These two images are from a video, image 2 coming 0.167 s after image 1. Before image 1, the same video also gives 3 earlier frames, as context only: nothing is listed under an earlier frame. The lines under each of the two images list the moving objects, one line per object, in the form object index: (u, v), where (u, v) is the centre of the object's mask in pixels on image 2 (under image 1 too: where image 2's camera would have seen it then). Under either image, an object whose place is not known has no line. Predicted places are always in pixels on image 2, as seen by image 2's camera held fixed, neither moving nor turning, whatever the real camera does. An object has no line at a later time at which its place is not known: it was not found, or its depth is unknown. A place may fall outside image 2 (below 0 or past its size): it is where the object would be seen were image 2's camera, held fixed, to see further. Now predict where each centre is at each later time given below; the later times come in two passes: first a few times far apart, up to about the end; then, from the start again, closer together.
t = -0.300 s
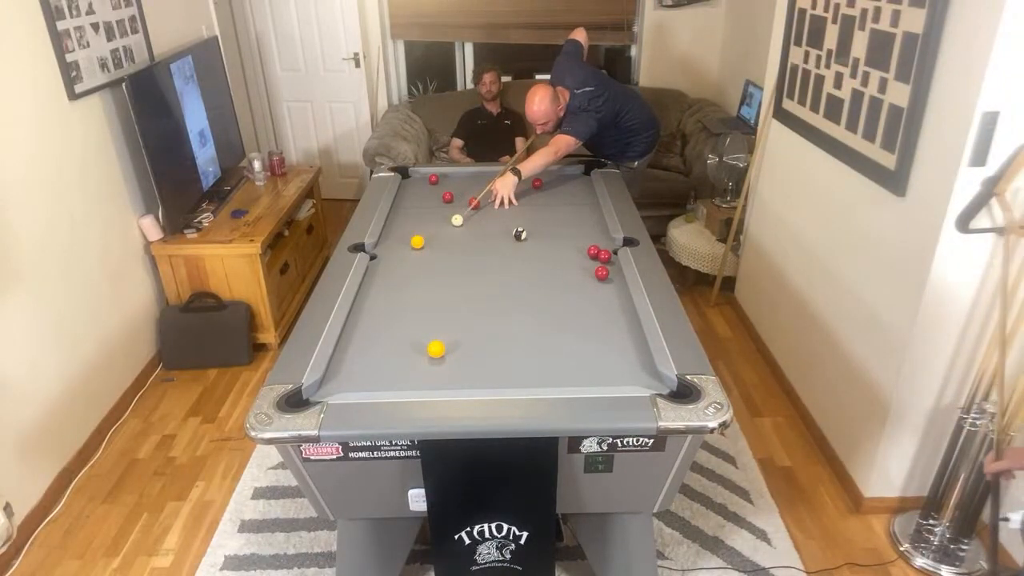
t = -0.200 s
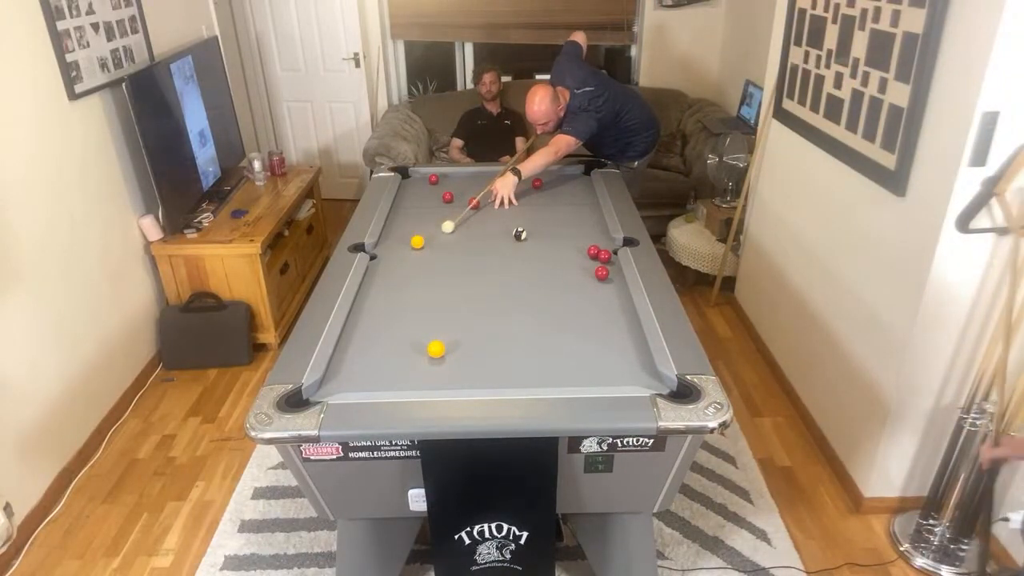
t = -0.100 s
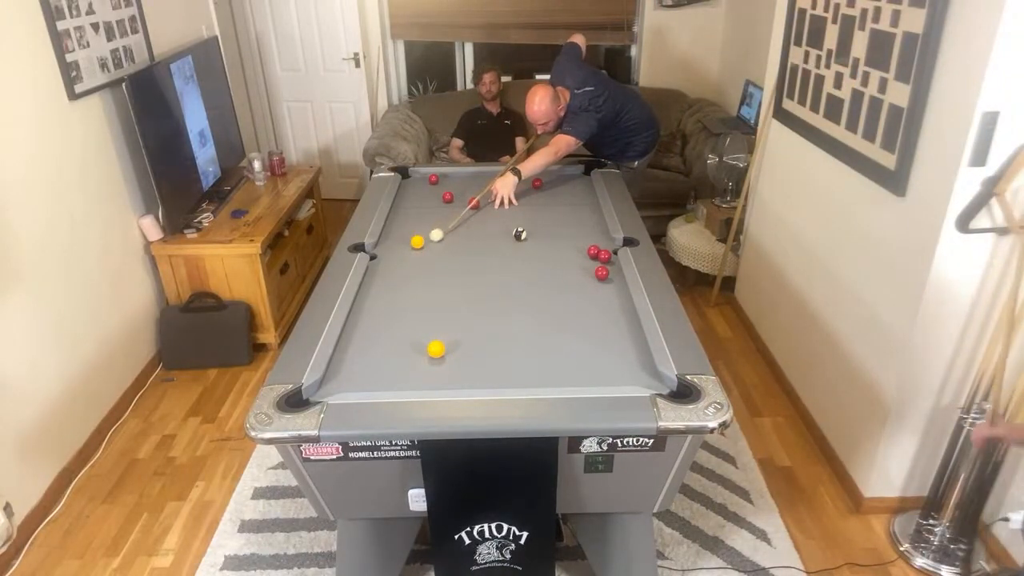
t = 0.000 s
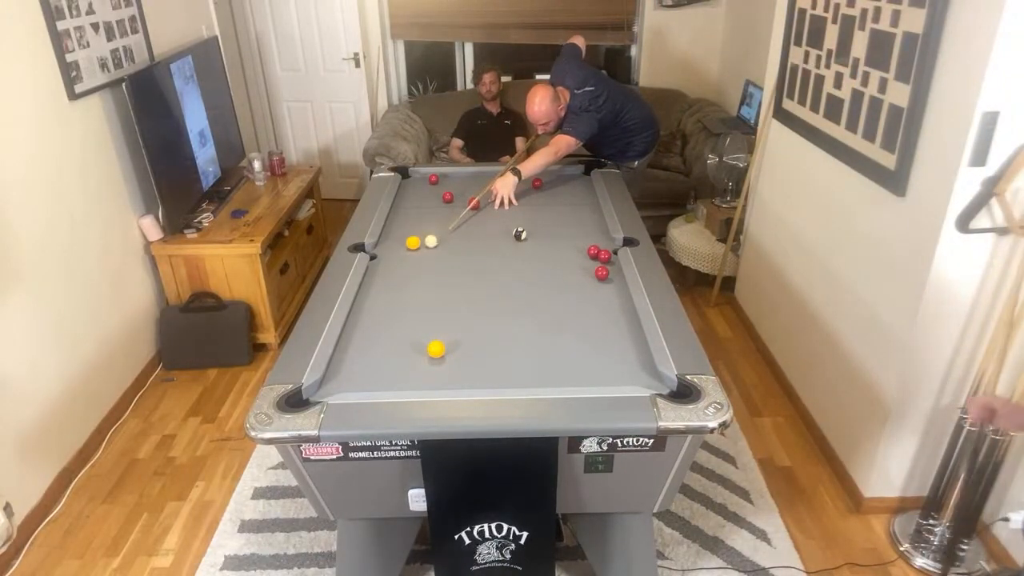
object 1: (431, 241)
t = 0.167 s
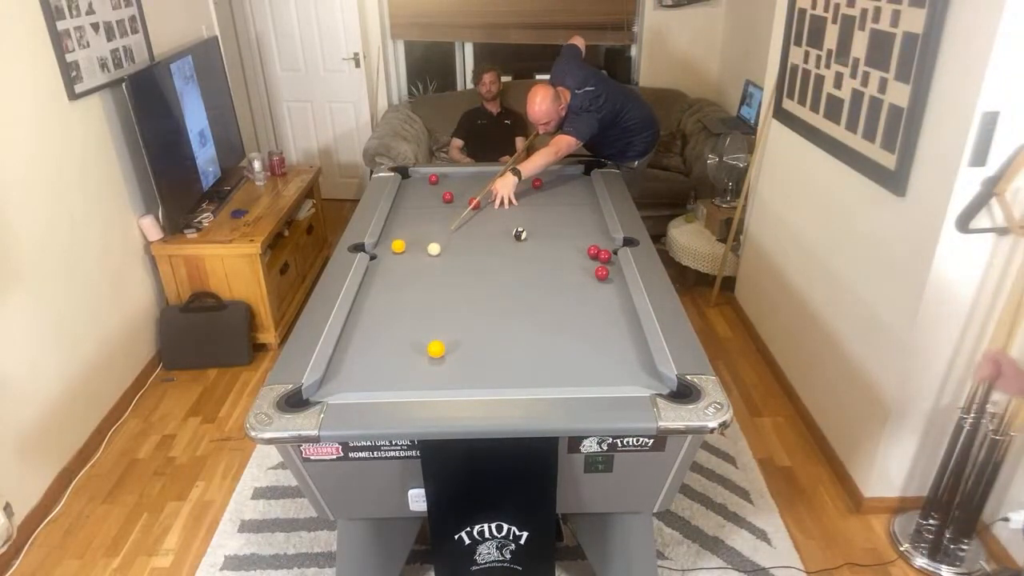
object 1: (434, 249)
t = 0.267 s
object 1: (435, 253)
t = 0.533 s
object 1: (440, 267)
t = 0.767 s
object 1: (444, 278)
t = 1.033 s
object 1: (448, 291)
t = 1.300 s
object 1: (452, 304)
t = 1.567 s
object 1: (457, 317)
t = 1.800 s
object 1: (460, 328)
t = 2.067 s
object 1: (464, 341)
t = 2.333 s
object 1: (467, 352)
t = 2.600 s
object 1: (470, 363)
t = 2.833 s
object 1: (473, 373)
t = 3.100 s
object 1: (475, 382)
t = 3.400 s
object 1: (477, 383)
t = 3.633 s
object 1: (478, 380)
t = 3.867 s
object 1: (479, 378)
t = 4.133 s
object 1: (480, 376)
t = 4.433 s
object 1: (481, 374)
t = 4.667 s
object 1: (481, 374)
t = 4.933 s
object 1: (481, 374)
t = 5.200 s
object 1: (481, 374)
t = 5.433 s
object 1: (481, 374)
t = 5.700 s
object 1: (481, 374)
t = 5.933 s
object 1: (481, 374)
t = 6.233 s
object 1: (481, 375)
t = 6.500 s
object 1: (481, 375)
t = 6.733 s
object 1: (481, 375)
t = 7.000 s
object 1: (481, 375)
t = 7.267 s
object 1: (481, 375)
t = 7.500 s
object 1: (481, 374)
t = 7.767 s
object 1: (481, 375)
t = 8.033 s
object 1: (481, 374)
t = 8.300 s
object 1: (481, 374)
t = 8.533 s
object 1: (481, 374)
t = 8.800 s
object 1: (481, 374)
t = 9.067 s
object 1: (481, 374)
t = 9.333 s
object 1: (481, 374)
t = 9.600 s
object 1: (481, 374)
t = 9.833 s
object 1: (481, 374)
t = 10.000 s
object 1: (481, 374)
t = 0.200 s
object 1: (434, 250)
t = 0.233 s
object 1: (435, 252)
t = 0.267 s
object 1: (435, 253)
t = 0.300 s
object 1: (436, 255)
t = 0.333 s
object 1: (436, 257)
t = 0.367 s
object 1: (437, 258)
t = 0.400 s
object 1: (438, 260)
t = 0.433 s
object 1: (438, 262)
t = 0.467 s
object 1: (439, 263)
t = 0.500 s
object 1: (439, 265)
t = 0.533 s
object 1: (440, 267)
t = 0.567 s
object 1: (441, 268)
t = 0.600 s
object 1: (441, 270)
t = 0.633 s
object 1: (442, 271)
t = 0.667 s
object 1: (442, 273)
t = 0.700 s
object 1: (443, 275)
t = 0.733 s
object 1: (443, 276)
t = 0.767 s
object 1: (444, 278)
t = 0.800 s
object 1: (444, 280)
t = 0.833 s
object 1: (445, 281)
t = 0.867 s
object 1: (445, 283)
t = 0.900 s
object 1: (446, 284)
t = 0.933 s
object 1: (447, 286)
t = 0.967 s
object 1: (447, 288)
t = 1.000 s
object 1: (448, 289)
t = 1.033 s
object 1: (448, 291)
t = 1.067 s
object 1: (449, 293)
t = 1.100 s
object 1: (449, 294)
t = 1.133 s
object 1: (450, 296)
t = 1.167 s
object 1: (450, 297)
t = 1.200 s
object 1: (451, 299)
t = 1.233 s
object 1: (452, 301)
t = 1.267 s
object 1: (452, 303)
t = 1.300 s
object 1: (452, 304)
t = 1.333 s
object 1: (453, 306)
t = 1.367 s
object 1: (454, 307)
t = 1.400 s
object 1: (454, 309)
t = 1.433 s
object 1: (455, 310)
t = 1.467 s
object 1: (455, 312)
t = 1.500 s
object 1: (456, 314)
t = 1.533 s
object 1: (456, 315)
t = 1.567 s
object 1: (457, 317)
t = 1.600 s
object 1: (457, 319)
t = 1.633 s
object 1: (458, 320)
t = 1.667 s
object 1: (458, 322)
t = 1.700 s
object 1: (459, 324)
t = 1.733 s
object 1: (459, 325)
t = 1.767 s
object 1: (460, 326)
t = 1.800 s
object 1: (460, 328)
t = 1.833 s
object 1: (461, 330)
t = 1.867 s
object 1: (461, 331)
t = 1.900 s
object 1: (462, 333)
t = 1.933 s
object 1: (462, 334)
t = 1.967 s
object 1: (463, 336)
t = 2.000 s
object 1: (463, 338)
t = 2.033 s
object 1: (463, 339)
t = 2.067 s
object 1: (464, 341)
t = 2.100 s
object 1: (464, 342)
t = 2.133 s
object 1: (465, 343)
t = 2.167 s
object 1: (465, 345)
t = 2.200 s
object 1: (466, 346)
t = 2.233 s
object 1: (466, 348)
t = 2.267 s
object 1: (467, 349)
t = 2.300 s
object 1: (467, 351)
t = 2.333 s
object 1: (467, 352)
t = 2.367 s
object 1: (468, 354)
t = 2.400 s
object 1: (468, 355)
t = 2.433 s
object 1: (469, 357)
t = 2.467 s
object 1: (469, 358)
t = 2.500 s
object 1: (469, 360)
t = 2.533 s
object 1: (470, 361)
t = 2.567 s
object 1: (470, 362)
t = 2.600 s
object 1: (470, 363)
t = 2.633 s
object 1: (471, 365)
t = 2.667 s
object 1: (471, 366)
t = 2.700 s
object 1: (472, 367)
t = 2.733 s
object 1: (472, 369)
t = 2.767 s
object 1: (472, 370)
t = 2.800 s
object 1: (473, 372)
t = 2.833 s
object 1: (473, 373)
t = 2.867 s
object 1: (473, 374)
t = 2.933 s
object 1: (474, 377)
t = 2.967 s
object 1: (474, 378)
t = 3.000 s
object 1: (475, 379)
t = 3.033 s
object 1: (475, 380)
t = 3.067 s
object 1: (475, 381)
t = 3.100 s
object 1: (475, 382)
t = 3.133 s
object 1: (475, 383)
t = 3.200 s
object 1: (476, 384)
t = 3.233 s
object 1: (476, 384)
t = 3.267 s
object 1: (476, 385)
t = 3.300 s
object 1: (476, 384)
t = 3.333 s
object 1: (476, 384)
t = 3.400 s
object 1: (477, 383)
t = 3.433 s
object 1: (477, 383)
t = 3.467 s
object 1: (477, 382)
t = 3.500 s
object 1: (478, 382)
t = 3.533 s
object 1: (478, 382)
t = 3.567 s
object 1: (478, 381)
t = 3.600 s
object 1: (478, 381)
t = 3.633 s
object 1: (478, 380)
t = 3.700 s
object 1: (478, 380)
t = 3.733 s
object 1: (479, 380)
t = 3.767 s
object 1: (479, 379)
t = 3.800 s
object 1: (479, 379)
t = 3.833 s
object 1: (479, 378)
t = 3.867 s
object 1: (479, 378)
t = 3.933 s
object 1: (479, 377)
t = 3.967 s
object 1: (480, 377)
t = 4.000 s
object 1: (480, 377)
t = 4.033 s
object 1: (480, 377)
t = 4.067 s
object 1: (480, 376)
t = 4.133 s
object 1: (480, 376)
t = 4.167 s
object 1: (481, 376)
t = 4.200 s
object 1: (481, 375)
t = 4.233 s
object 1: (481, 375)
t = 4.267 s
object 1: (481, 375)
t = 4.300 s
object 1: (481, 375)
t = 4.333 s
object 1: (481, 375)
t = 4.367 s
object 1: (481, 375)
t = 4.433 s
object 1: (481, 374)
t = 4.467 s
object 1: (481, 374)
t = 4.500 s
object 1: (481, 374)
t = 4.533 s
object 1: (481, 374)
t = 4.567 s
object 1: (481, 374)
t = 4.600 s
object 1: (481, 374)
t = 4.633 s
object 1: (481, 374)
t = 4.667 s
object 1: (481, 374)
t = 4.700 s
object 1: (481, 374)
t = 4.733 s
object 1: (481, 374)
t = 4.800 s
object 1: (481, 374)
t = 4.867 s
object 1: (481, 374)
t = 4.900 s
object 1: (481, 374)
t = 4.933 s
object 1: (481, 374)
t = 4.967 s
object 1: (481, 374)
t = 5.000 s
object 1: (481, 374)
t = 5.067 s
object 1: (481, 374)
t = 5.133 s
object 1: (481, 374)
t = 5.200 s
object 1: (481, 374)
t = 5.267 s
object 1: (481, 374)
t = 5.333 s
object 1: (481, 374)
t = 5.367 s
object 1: (481, 374)
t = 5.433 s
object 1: (481, 374)
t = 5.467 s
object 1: (481, 374)
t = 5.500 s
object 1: (481, 374)
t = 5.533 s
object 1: (481, 374)
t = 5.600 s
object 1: (481, 375)
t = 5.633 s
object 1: (481, 374)
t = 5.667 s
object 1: (481, 374)
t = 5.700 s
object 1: (481, 374)
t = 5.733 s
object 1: (481, 374)
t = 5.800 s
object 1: (481, 374)
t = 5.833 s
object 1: (481, 375)
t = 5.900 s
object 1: (481, 374)
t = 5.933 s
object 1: (481, 374)
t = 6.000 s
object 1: (481, 375)
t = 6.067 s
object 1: (481, 374)
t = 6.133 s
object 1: (481, 375)
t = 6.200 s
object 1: (481, 375)
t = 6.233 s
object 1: (481, 375)
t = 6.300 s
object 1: (481, 375)
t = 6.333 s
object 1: (481, 374)
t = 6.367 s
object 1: (481, 374)
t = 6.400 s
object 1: (481, 374)
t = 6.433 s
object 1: (481, 375)
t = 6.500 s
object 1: (481, 375)
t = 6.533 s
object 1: (481, 375)
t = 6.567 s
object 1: (481, 375)
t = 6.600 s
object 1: (481, 375)
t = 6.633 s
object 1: (481, 375)
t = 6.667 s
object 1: (481, 374)
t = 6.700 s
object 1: (481, 374)
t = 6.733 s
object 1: (481, 375)
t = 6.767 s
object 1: (481, 375)
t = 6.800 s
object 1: (481, 375)
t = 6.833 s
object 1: (481, 374)
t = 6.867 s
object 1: (481, 375)
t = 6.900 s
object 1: (481, 375)
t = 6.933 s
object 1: (481, 375)
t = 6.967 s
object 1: (481, 374)
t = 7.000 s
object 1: (481, 375)
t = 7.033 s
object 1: (481, 374)
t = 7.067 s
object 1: (481, 374)
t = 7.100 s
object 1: (481, 374)
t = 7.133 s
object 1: (481, 375)
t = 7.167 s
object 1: (481, 375)
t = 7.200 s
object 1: (481, 374)
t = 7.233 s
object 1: (481, 374)
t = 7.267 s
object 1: (481, 375)
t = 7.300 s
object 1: (481, 375)
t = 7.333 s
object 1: (481, 375)
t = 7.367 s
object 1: (481, 374)
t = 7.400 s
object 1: (481, 375)
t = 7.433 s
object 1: (481, 375)
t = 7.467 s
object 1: (481, 375)
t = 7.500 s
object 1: (481, 374)
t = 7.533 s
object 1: (481, 374)
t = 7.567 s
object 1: (481, 375)
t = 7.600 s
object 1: (481, 375)
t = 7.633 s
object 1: (481, 374)
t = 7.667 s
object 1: (481, 375)
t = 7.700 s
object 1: (481, 375)
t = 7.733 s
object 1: (481, 374)
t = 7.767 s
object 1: (481, 375)
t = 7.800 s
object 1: (481, 375)
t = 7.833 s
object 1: (481, 375)
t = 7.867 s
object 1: (481, 374)
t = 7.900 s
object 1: (481, 375)
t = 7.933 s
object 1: (481, 375)
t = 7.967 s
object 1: (481, 374)
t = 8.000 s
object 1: (481, 374)
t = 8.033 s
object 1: (481, 374)
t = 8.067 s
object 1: (481, 375)
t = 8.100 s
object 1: (481, 374)
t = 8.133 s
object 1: (481, 375)
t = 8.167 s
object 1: (481, 375)
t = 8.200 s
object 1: (481, 374)
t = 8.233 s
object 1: (481, 374)
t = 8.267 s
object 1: (481, 374)
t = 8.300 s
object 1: (481, 374)
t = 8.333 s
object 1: (481, 374)
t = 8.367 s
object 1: (481, 374)
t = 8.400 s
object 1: (481, 374)
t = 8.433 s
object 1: (481, 374)
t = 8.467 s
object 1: (481, 374)
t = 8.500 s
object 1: (481, 374)
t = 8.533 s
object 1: (481, 374)
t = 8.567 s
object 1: (481, 374)
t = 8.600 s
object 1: (481, 374)
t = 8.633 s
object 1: (481, 374)
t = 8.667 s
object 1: (481, 374)
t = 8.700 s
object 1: (481, 374)
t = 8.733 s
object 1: (481, 374)
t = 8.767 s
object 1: (481, 374)
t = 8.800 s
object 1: (481, 374)
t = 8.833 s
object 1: (481, 374)
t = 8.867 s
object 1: (481, 374)
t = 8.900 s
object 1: (481, 374)
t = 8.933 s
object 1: (481, 374)
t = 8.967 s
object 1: (481, 374)
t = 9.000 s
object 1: (481, 374)
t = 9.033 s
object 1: (481, 374)
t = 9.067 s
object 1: (481, 374)
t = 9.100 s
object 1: (481, 374)
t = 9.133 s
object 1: (481, 374)
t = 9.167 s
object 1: (481, 374)
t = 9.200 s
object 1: (481, 374)
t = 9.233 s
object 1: (481, 374)
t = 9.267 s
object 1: (481, 374)
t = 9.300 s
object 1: (481, 374)
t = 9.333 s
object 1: (481, 374)
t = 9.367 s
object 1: (481, 374)
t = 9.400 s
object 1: (481, 374)
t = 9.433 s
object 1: (481, 374)
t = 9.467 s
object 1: (481, 374)
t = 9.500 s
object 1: (481, 374)
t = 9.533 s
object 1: (481, 374)
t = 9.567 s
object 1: (481, 374)
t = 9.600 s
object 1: (481, 374)
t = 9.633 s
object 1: (481, 375)
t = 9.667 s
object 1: (481, 374)
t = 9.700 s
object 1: (481, 374)
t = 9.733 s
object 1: (481, 374)
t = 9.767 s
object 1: (481, 375)
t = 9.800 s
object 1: (481, 374)
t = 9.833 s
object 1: (481, 374)
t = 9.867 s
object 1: (481, 374)
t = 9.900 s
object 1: (481, 374)
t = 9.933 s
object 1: (481, 374)
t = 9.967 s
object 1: (481, 375)
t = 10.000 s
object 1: (481, 374)
